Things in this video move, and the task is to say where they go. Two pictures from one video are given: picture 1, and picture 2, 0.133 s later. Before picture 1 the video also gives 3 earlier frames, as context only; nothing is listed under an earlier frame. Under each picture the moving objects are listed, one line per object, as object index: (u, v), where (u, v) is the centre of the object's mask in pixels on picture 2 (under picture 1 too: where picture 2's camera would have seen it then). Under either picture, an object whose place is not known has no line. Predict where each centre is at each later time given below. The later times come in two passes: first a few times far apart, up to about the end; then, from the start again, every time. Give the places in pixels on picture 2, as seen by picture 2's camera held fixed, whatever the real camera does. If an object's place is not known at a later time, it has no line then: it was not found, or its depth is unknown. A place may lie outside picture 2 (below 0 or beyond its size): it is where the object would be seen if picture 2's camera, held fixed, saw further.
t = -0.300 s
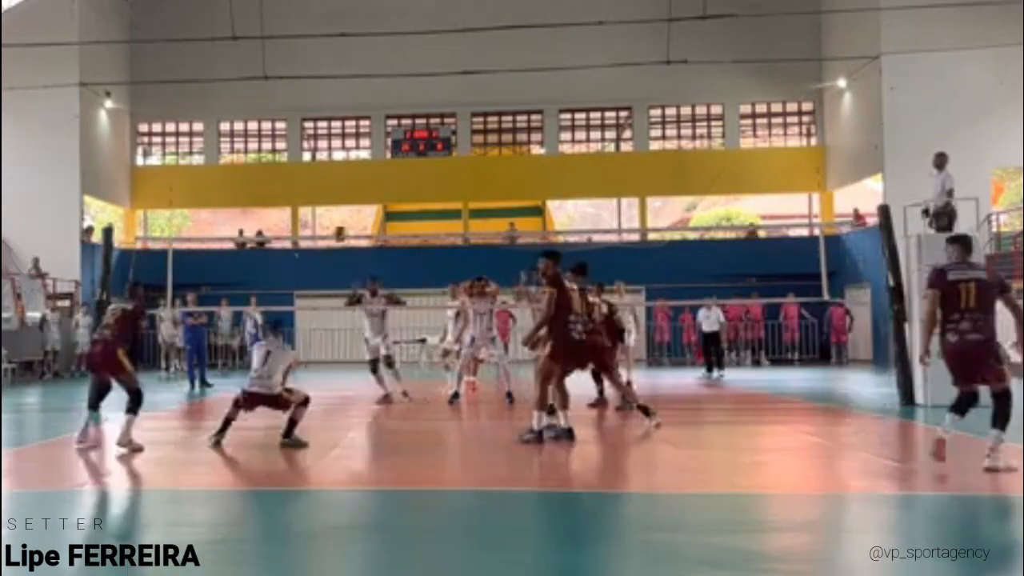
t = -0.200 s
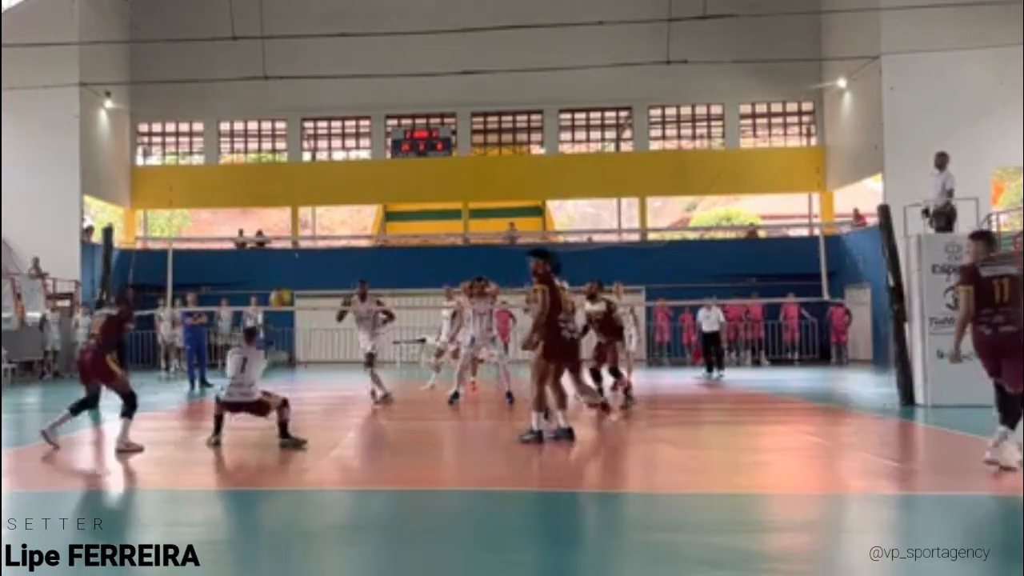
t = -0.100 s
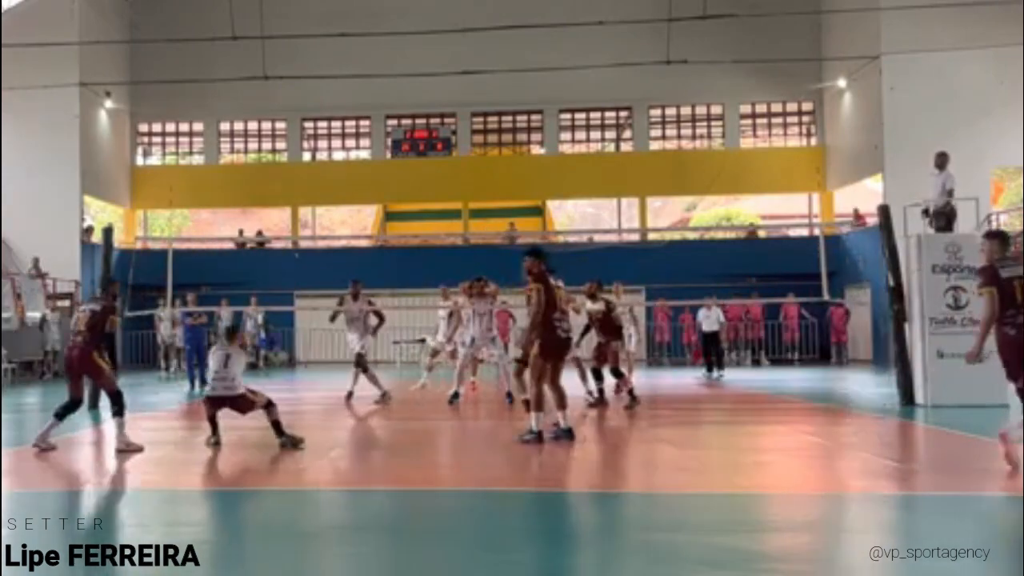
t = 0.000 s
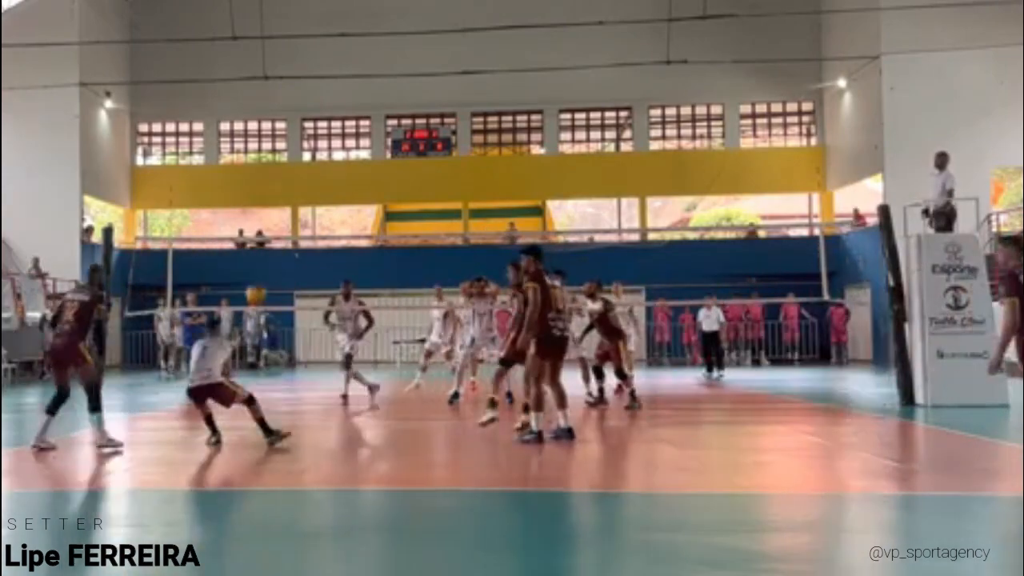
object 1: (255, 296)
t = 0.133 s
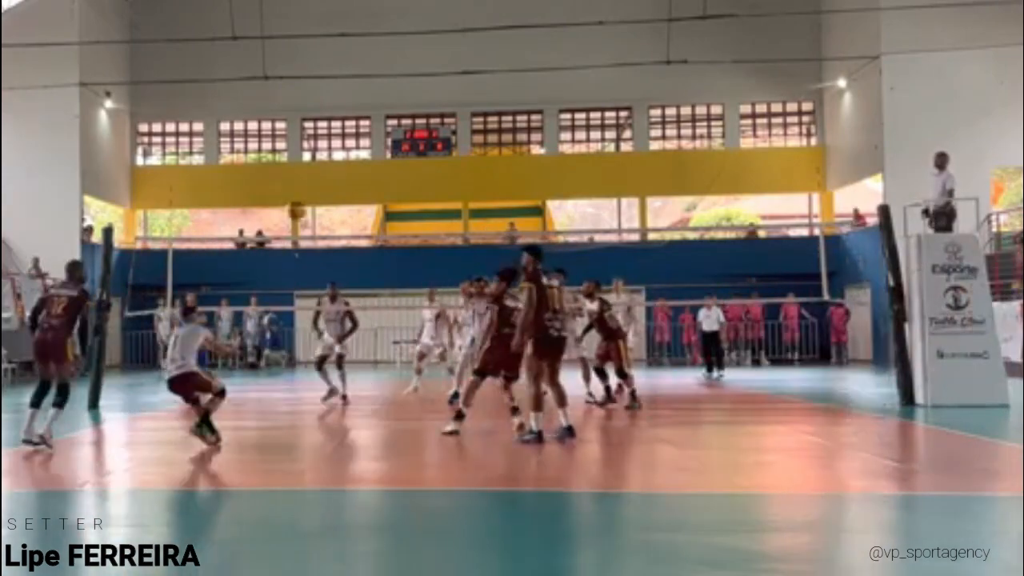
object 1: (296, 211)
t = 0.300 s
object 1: (344, 132)
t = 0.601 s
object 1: (425, 61)
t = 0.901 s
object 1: (502, 70)
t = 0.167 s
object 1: (304, 194)
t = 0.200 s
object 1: (314, 175)
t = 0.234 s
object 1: (325, 160)
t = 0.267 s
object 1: (335, 144)
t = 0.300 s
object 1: (344, 132)
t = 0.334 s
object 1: (354, 120)
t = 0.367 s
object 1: (362, 109)
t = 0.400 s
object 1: (370, 100)
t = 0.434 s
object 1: (381, 91)
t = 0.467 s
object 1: (389, 81)
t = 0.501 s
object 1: (399, 76)
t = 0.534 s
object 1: (407, 71)
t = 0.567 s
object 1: (416, 65)
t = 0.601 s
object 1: (425, 61)
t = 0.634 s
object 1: (435, 59)
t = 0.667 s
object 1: (442, 56)
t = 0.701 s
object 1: (450, 56)
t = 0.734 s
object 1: (459, 58)
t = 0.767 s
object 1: (468, 57)
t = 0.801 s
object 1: (477, 59)
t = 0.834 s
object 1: (486, 63)
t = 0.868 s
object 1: (492, 64)
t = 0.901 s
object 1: (502, 70)
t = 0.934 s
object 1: (509, 76)
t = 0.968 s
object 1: (517, 81)
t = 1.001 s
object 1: (524, 89)
